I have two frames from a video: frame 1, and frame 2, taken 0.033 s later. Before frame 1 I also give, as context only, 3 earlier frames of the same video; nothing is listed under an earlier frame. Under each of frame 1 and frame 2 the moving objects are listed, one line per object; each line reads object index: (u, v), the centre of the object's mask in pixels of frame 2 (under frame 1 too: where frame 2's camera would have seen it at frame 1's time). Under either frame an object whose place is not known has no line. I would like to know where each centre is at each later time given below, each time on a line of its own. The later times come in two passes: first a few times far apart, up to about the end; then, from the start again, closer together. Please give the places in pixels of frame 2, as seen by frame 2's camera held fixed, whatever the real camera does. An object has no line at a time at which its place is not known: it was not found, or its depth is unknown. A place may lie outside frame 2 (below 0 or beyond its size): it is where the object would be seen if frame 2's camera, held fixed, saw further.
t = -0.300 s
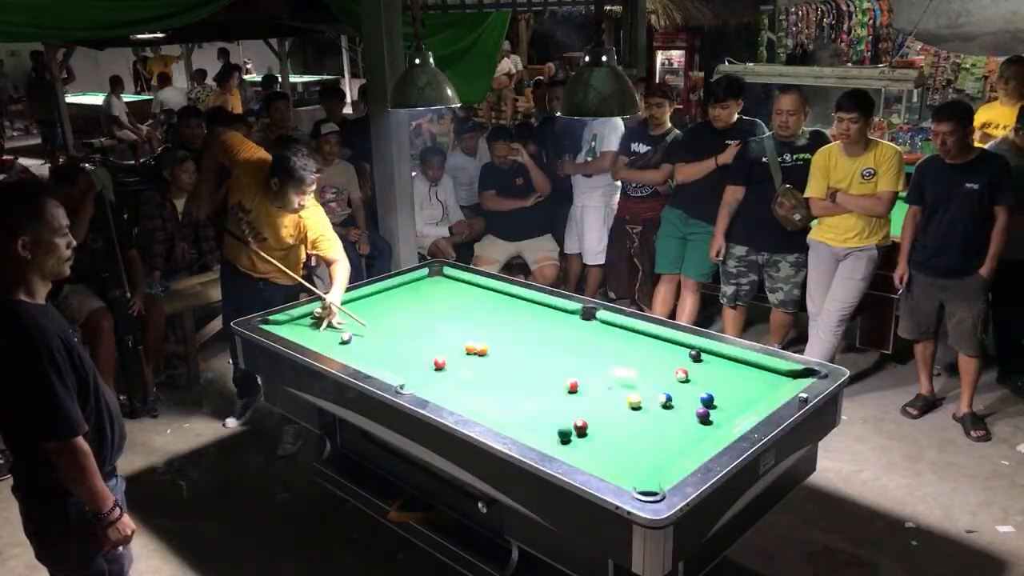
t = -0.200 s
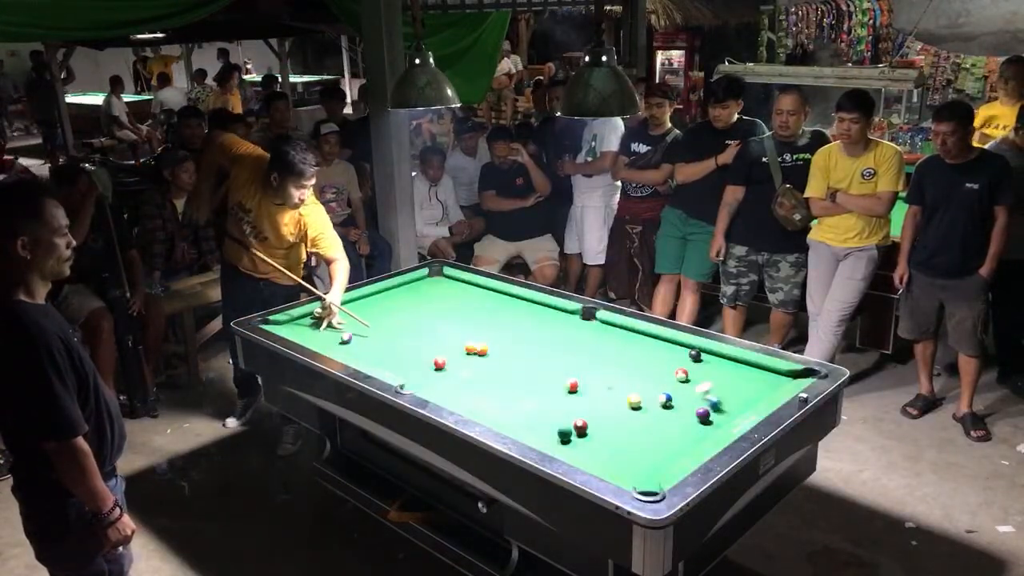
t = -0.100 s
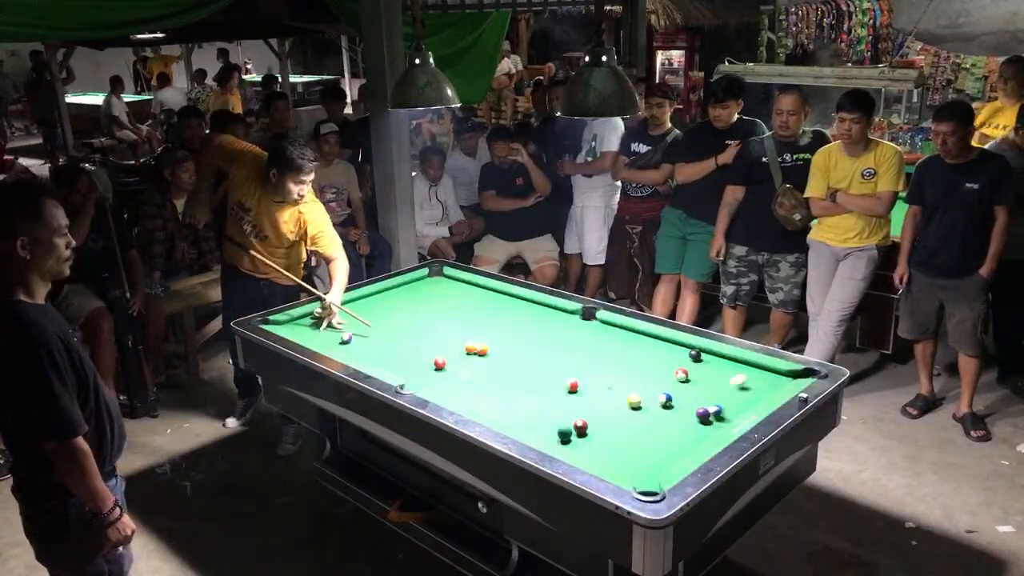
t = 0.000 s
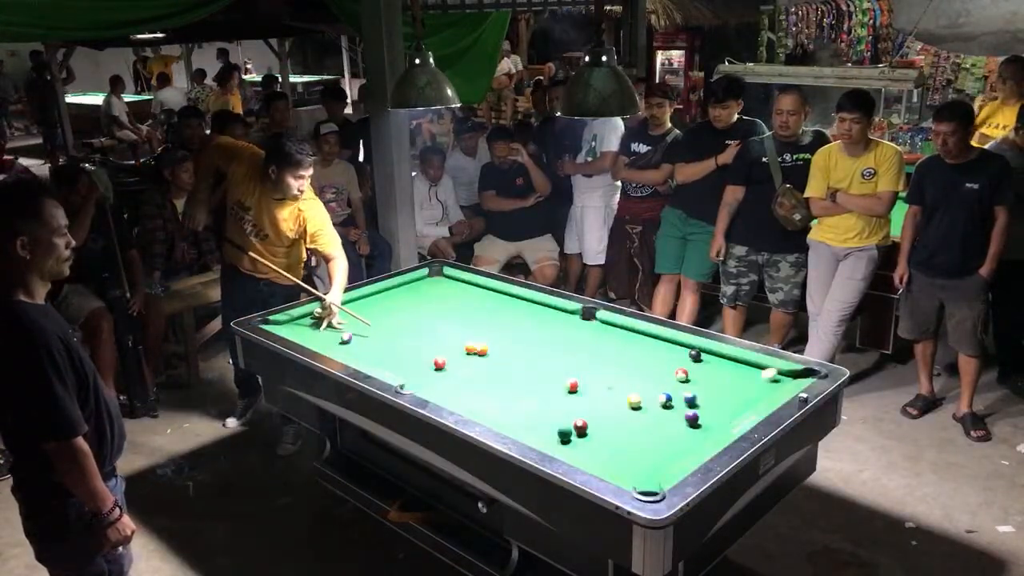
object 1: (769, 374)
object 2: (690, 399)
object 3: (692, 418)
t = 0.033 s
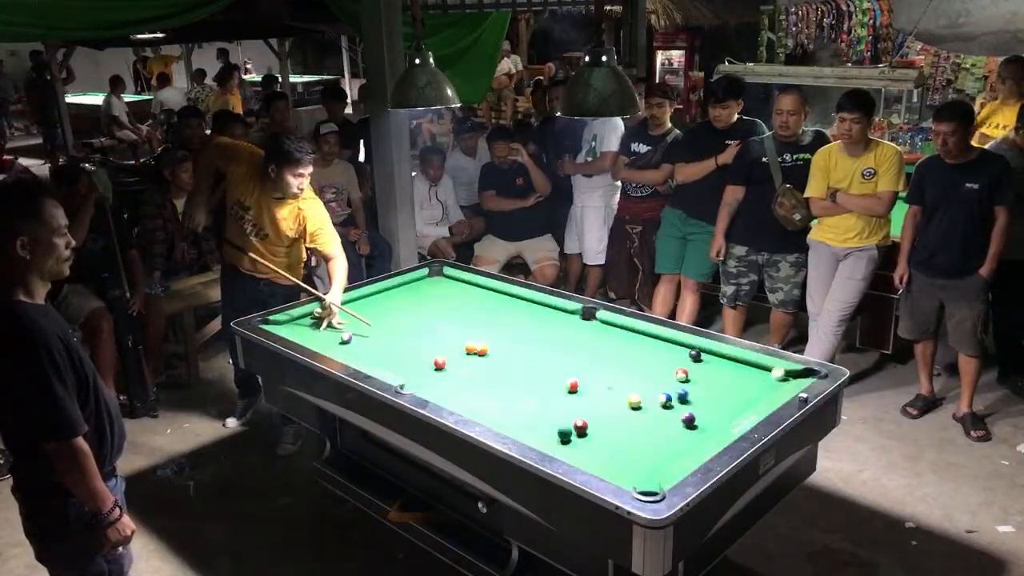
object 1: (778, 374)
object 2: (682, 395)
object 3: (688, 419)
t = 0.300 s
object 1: (749, 388)
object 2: (623, 368)
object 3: (661, 426)
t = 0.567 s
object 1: (699, 394)
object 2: (574, 345)
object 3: (637, 434)
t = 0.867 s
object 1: (668, 395)
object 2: (529, 324)
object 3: (612, 441)
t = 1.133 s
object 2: (495, 308)
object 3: (593, 447)
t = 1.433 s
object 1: (646, 392)
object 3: (576, 448)
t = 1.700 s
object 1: (639, 391)
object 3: (579, 447)
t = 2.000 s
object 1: (637, 393)
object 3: (582, 442)
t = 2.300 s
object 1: (636, 393)
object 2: (458, 283)
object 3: (582, 442)
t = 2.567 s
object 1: (636, 393)
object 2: (467, 288)
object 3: (581, 443)
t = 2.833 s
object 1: (636, 393)
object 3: (581, 443)
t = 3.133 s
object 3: (581, 443)
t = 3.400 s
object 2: (487, 300)
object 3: (581, 443)
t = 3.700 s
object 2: (492, 303)
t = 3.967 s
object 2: (495, 305)
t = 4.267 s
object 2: (497, 306)
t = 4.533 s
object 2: (498, 307)
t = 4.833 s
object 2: (498, 307)
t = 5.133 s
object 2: (498, 307)
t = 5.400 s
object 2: (498, 307)
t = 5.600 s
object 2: (498, 307)
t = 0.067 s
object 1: (780, 377)
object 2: (674, 391)
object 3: (685, 420)
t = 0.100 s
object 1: (780, 380)
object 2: (666, 388)
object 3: (682, 420)
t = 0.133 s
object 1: (780, 382)
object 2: (658, 384)
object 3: (678, 422)
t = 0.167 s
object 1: (774, 384)
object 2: (651, 381)
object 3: (675, 423)
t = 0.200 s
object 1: (767, 385)
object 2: (644, 378)
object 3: (672, 424)
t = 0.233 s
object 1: (761, 386)
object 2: (636, 375)
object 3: (668, 425)
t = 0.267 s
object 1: (755, 387)
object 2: (630, 371)
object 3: (665, 426)
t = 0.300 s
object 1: (749, 388)
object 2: (623, 368)
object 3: (661, 426)
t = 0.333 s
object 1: (742, 388)
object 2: (617, 365)
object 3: (658, 428)
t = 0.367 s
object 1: (736, 390)
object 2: (610, 362)
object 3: (655, 429)
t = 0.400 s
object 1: (729, 390)
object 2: (604, 359)
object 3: (652, 429)
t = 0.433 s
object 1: (723, 391)
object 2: (597, 356)
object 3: (649, 430)
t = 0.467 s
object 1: (717, 391)
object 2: (591, 353)
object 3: (646, 431)
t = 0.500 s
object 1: (711, 392)
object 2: (586, 351)
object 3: (643, 432)
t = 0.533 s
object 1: (705, 393)
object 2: (580, 348)
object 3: (640, 433)
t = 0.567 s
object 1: (699, 394)
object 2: (574, 345)
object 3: (637, 434)
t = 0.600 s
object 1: (693, 394)
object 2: (569, 343)
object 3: (634, 435)
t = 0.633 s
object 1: (687, 396)
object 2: (563, 340)
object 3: (631, 436)
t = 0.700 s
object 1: (676, 397)
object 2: (553, 336)
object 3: (626, 437)
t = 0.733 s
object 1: (675, 397)
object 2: (548, 333)
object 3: (623, 437)
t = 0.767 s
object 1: (674, 396)
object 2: (543, 331)
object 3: (620, 438)
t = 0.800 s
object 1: (672, 396)
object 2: (538, 329)
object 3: (617, 439)
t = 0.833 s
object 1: (670, 396)
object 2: (533, 326)
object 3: (615, 440)
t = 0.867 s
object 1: (668, 395)
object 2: (529, 324)
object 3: (612, 441)
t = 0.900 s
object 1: (666, 395)
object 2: (524, 322)
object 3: (609, 441)
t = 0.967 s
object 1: (663, 395)
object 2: (516, 318)
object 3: (604, 443)
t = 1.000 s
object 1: (661, 395)
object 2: (511, 316)
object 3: (602, 444)
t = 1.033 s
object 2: (507, 314)
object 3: (600, 444)
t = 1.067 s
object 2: (503, 312)
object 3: (597, 445)
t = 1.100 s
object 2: (499, 311)
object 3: (595, 446)
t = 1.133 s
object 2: (495, 308)
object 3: (593, 447)
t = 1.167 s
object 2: (491, 307)
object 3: (590, 447)
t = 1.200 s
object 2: (488, 305)
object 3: (589, 448)
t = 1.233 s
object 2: (484, 303)
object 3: (587, 448)
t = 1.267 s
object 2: (481, 302)
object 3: (584, 448)
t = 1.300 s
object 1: (649, 392)
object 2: (477, 300)
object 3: (582, 448)
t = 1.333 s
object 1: (648, 392)
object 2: (473, 298)
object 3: (580, 448)
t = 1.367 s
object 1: (647, 392)
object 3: (578, 448)
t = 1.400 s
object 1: (646, 392)
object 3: (577, 448)
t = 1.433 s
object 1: (646, 392)
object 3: (576, 448)
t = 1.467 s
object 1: (644, 392)
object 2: (460, 292)
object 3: (577, 447)
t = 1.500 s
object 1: (644, 392)
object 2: (457, 290)
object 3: (577, 448)
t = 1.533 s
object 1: (643, 391)
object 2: (454, 289)
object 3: (577, 448)
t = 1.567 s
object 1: (642, 391)
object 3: (578, 447)
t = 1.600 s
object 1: (641, 391)
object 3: (578, 447)
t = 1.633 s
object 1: (640, 391)
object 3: (578, 447)
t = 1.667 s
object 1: (639, 391)
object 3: (578, 447)
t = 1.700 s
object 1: (639, 391)
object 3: (579, 447)
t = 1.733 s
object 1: (639, 391)
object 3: (580, 446)
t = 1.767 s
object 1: (638, 391)
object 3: (580, 446)
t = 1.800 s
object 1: (638, 391)
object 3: (580, 445)
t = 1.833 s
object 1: (638, 392)
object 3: (580, 444)
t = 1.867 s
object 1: (637, 392)
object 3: (580, 443)
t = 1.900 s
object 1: (637, 393)
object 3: (581, 443)
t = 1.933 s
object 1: (637, 393)
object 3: (581, 443)
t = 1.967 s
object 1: (637, 393)
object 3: (581, 443)
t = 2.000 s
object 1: (637, 393)
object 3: (582, 442)
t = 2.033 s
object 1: (636, 393)
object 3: (582, 442)
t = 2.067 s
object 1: (636, 393)
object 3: (582, 442)
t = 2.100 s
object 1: (636, 393)
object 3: (582, 442)
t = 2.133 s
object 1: (636, 393)
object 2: (452, 279)
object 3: (582, 442)
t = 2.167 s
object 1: (636, 393)
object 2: (454, 280)
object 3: (582, 441)
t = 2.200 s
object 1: (636, 393)
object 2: (455, 281)
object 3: (582, 441)
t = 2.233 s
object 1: (636, 393)
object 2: (456, 282)
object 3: (582, 441)
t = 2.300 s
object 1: (636, 393)
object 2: (458, 283)
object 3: (582, 442)
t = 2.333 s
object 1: (636, 393)
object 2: (460, 284)
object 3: (582, 442)
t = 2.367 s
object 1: (636, 393)
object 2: (461, 284)
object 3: (581, 442)
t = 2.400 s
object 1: (636, 393)
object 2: (462, 285)
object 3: (581, 443)
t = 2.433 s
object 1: (636, 393)
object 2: (463, 285)
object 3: (581, 443)
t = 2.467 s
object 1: (636, 393)
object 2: (464, 286)
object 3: (581, 443)
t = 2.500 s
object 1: (636, 393)
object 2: (465, 287)
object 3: (581, 443)
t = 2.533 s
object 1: (636, 393)
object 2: (466, 288)
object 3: (581, 443)
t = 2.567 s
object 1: (636, 393)
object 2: (467, 288)
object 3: (581, 443)
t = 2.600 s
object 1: (636, 393)
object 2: (468, 289)
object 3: (581, 443)
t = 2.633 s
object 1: (636, 393)
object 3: (581, 443)
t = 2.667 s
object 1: (636, 393)
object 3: (581, 443)
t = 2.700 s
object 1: (636, 393)
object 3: (581, 443)
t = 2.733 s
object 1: (636, 393)
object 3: (581, 443)
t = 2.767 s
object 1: (636, 393)
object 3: (581, 443)
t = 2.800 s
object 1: (636, 393)
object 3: (581, 443)
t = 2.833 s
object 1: (636, 393)
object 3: (581, 443)
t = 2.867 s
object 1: (636, 393)
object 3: (581, 443)
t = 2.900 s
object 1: (636, 393)
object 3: (581, 443)
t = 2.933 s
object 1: (636, 393)
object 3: (581, 443)
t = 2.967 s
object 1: (636, 393)
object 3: (581, 443)
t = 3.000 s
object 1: (636, 393)
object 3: (581, 443)
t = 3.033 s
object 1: (636, 393)
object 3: (581, 443)
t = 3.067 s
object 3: (581, 443)
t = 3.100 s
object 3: (581, 443)
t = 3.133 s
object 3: (581, 443)
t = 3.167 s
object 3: (581, 443)
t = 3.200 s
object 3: (581, 443)
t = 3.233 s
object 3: (581, 443)
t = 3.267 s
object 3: (581, 443)
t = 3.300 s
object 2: (485, 299)
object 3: (581, 443)
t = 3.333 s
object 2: (486, 300)
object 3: (581, 443)
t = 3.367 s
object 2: (486, 300)
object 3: (581, 443)
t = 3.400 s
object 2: (487, 300)
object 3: (581, 443)
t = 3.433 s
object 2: (488, 301)
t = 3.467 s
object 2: (488, 301)
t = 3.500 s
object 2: (489, 301)
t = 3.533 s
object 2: (489, 302)
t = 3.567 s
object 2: (490, 302)
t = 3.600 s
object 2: (491, 302)
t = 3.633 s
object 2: (491, 303)
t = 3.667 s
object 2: (492, 303)
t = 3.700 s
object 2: (492, 303)
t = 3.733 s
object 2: (493, 304)
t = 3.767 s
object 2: (493, 304)
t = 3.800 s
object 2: (494, 304)
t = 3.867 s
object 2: (494, 304)
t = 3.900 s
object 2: (494, 305)
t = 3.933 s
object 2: (495, 305)
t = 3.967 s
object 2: (495, 305)
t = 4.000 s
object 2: (496, 306)
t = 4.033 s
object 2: (496, 306)
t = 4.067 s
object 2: (496, 306)
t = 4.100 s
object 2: (496, 306)
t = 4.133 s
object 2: (496, 306)
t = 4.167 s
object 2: (496, 306)
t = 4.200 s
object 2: (497, 306)
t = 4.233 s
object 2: (497, 306)
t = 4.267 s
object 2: (497, 306)
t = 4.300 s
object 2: (497, 307)
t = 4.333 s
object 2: (497, 307)
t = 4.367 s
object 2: (498, 307)
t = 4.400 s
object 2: (498, 307)
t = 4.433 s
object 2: (498, 307)
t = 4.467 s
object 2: (498, 307)
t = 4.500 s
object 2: (498, 307)
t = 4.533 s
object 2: (498, 307)
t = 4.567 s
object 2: (498, 307)
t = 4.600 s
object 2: (498, 307)
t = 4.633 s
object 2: (498, 307)
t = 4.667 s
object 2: (498, 307)
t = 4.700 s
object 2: (498, 307)
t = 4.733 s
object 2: (498, 307)
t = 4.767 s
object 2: (498, 307)
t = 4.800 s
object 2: (498, 307)
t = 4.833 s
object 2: (498, 307)
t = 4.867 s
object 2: (498, 307)
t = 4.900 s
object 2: (498, 307)
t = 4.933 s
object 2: (498, 307)
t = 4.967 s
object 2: (498, 307)
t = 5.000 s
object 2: (498, 307)
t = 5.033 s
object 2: (498, 307)
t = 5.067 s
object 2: (498, 307)
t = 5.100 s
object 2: (498, 307)
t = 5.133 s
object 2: (498, 307)
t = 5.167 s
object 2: (498, 307)
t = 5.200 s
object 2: (498, 307)
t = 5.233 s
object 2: (498, 307)
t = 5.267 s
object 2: (498, 307)
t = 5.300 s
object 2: (498, 307)
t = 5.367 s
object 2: (498, 307)
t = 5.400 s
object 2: (498, 307)
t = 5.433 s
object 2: (498, 307)
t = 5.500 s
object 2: (498, 307)
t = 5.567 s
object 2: (498, 307)
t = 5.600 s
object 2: (498, 307)
